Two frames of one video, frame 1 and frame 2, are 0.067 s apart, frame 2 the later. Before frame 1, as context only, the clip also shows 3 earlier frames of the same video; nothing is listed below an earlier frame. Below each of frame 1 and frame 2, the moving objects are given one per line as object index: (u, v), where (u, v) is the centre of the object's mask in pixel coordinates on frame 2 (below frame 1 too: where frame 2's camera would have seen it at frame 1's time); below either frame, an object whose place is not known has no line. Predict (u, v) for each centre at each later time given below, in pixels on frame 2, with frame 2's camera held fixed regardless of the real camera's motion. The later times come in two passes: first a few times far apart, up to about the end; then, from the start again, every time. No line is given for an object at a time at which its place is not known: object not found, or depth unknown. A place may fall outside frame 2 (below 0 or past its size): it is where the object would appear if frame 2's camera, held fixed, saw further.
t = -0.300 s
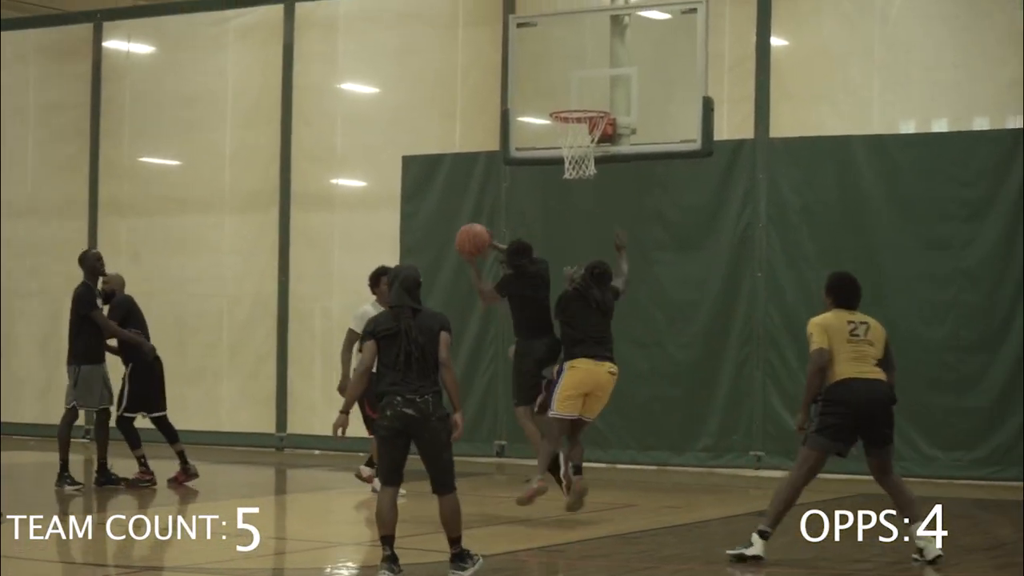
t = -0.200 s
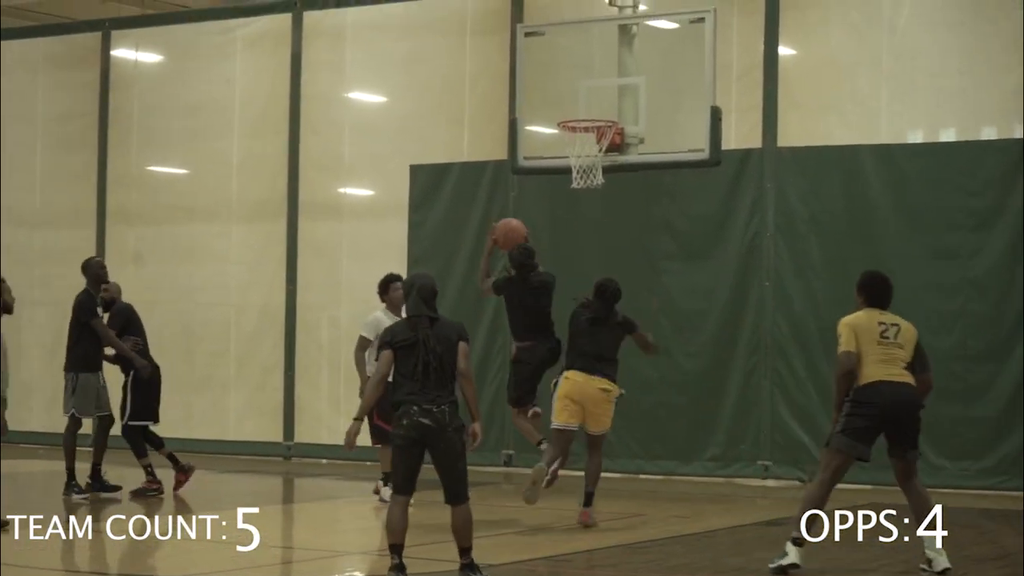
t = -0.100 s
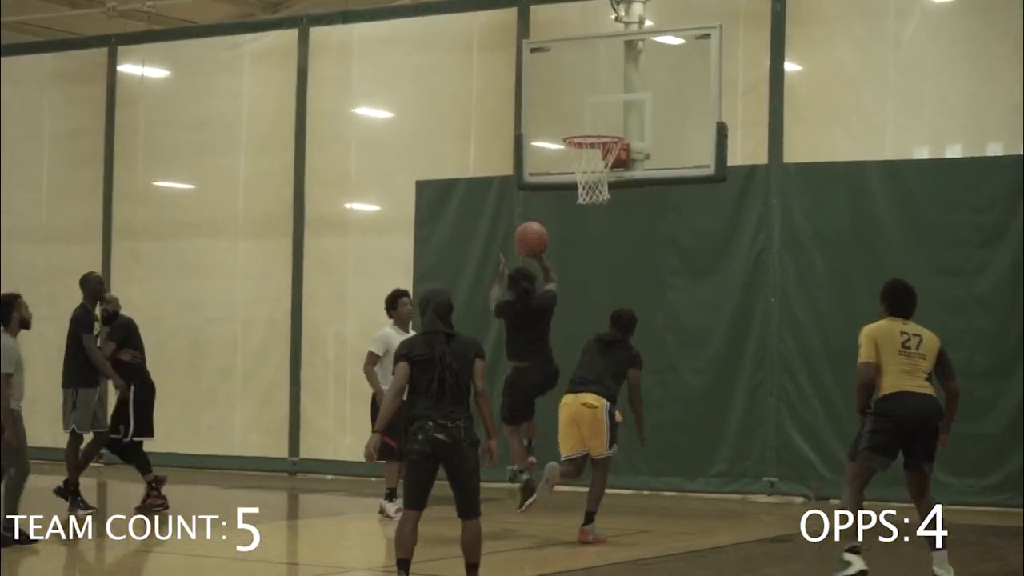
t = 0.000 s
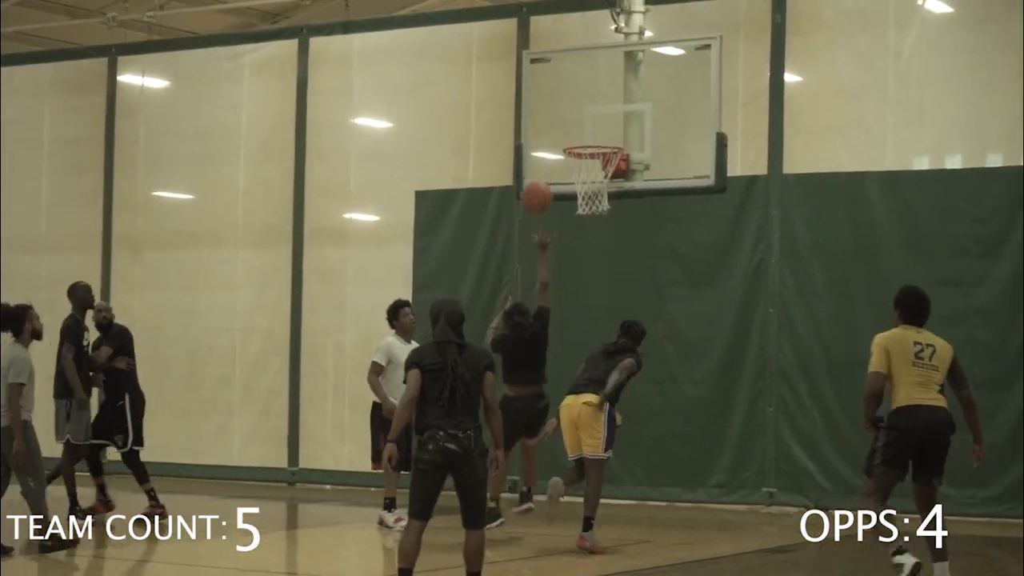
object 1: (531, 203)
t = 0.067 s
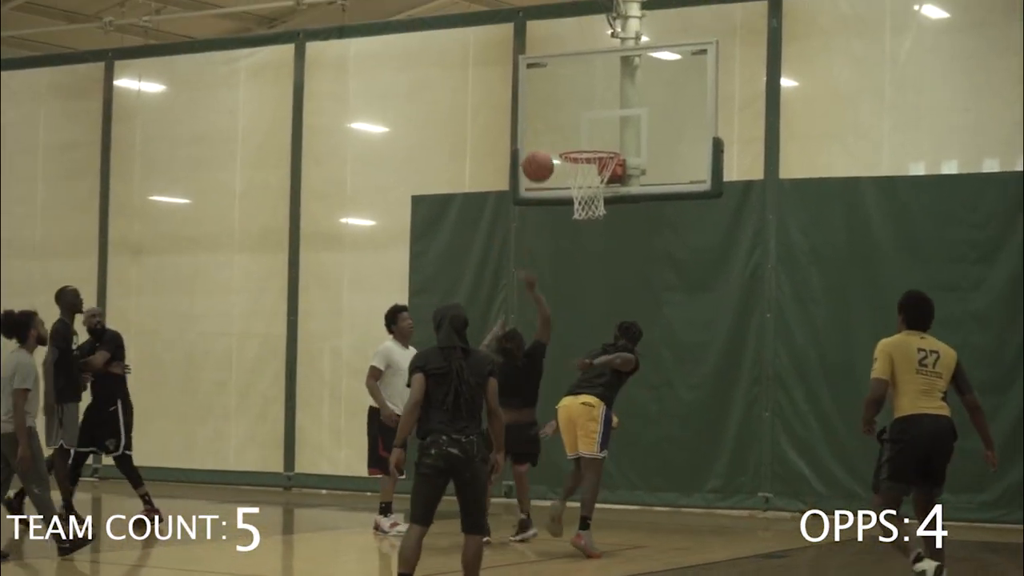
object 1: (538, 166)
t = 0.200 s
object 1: (547, 116)
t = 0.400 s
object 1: (560, 85)
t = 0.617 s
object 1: (573, 107)
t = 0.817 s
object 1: (591, 132)
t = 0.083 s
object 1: (539, 159)
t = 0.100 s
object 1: (540, 151)
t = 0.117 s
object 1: (541, 144)
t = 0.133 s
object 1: (543, 138)
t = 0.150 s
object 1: (543, 132)
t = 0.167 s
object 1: (545, 127)
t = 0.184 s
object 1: (546, 121)
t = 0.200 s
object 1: (547, 116)
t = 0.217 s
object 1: (548, 112)
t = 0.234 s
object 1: (549, 107)
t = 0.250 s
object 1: (550, 104)
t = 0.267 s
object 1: (552, 100)
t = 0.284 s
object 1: (553, 97)
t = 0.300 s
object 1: (554, 94)
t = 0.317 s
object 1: (555, 92)
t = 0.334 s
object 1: (556, 90)
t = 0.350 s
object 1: (557, 88)
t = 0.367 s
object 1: (558, 87)
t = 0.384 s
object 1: (560, 85)
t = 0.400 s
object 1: (560, 85)
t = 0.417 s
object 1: (561, 85)
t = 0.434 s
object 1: (563, 85)
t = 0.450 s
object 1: (564, 85)
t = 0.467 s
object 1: (564, 86)
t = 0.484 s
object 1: (566, 87)
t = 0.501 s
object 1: (566, 88)
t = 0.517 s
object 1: (568, 90)
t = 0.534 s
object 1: (569, 92)
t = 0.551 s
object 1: (570, 94)
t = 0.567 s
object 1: (571, 97)
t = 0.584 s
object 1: (572, 100)
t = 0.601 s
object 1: (572, 103)
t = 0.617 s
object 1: (573, 107)
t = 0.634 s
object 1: (574, 111)
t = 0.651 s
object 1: (575, 116)
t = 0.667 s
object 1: (576, 121)
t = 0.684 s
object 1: (577, 125)
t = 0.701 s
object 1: (578, 130)
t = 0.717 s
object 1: (579, 136)
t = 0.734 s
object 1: (579, 140)
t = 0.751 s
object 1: (580, 142)
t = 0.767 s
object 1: (583, 140)
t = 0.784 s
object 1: (586, 137)
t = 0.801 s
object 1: (588, 136)
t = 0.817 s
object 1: (591, 132)
